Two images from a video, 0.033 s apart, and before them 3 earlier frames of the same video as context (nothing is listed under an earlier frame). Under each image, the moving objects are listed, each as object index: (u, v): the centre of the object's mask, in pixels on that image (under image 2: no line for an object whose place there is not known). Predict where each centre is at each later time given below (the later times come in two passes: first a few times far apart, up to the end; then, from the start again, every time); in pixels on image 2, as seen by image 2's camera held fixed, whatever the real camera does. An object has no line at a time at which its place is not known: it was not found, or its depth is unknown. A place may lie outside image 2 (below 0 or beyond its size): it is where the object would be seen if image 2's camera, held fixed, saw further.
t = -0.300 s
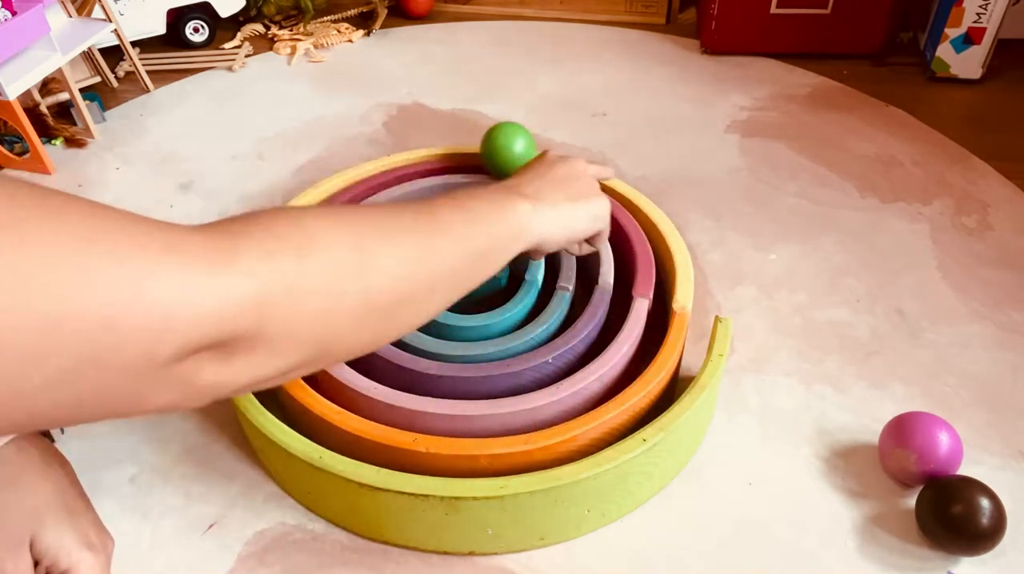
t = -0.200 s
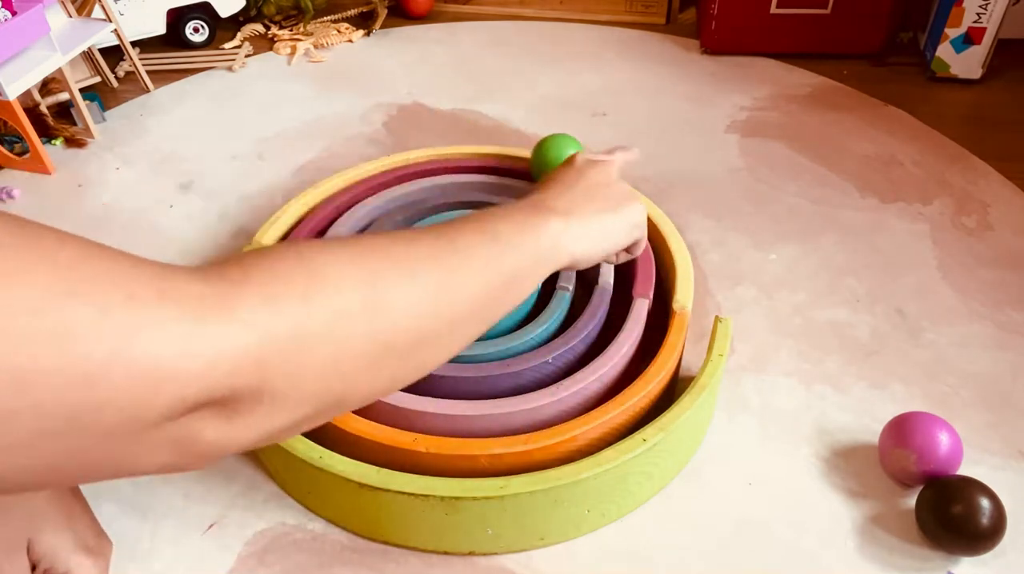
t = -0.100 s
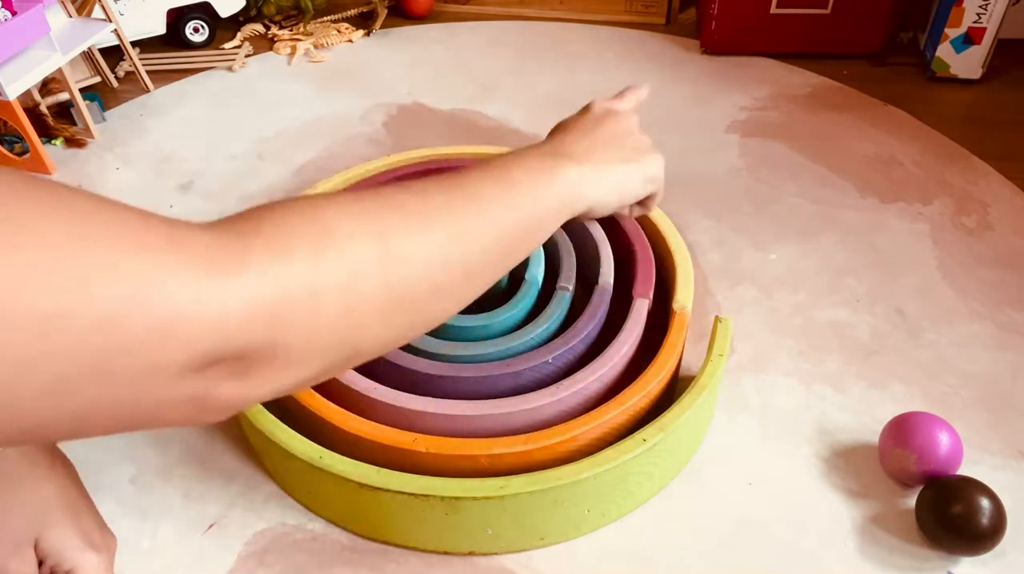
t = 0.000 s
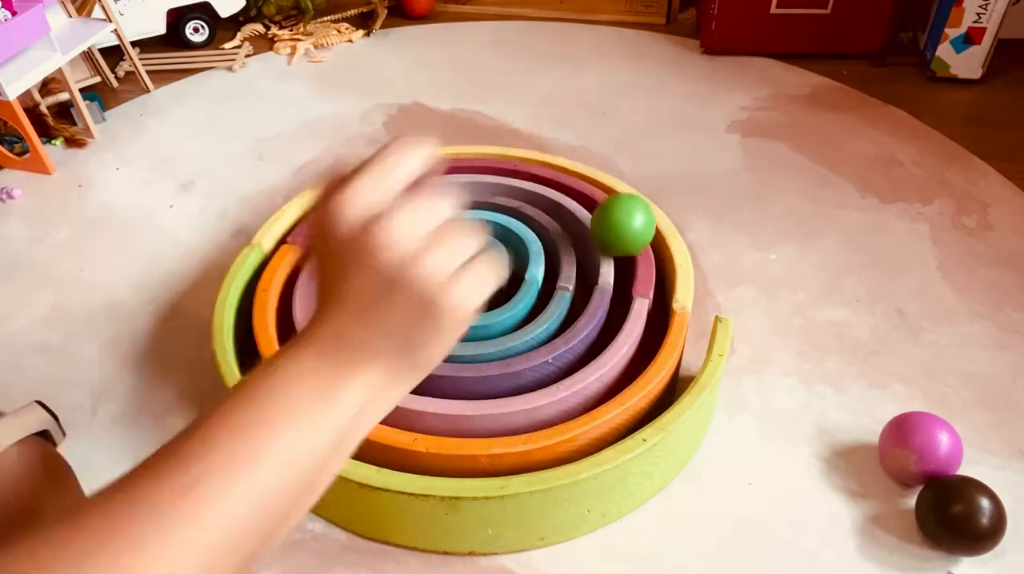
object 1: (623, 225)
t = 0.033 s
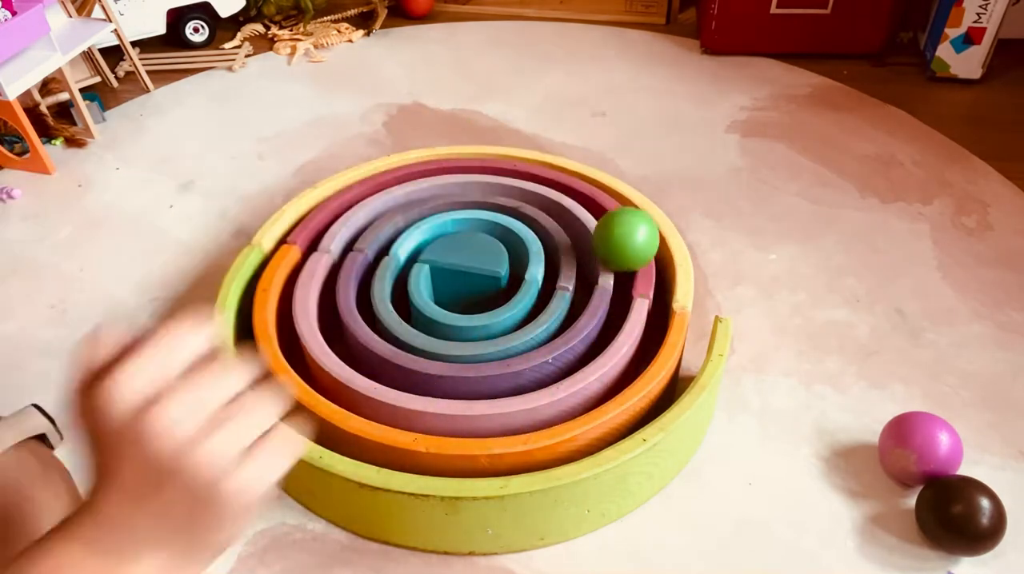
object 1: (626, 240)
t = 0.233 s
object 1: (592, 324)
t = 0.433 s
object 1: (475, 366)
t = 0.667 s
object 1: (357, 337)
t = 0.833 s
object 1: (323, 300)
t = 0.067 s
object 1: (626, 254)
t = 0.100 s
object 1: (622, 269)
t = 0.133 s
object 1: (623, 283)
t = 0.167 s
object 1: (613, 297)
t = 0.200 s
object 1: (604, 311)
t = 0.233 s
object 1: (592, 324)
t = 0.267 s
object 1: (577, 335)
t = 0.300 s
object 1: (559, 345)
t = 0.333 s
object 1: (539, 354)
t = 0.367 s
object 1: (518, 360)
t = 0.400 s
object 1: (497, 365)
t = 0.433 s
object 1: (475, 366)
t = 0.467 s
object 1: (454, 366)
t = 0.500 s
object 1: (434, 364)
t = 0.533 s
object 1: (416, 361)
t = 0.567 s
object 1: (399, 357)
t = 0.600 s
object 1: (383, 351)
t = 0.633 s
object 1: (369, 344)
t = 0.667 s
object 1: (357, 337)
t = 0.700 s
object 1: (346, 329)
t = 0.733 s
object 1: (338, 321)
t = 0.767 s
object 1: (331, 314)
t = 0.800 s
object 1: (327, 307)
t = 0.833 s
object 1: (323, 300)
